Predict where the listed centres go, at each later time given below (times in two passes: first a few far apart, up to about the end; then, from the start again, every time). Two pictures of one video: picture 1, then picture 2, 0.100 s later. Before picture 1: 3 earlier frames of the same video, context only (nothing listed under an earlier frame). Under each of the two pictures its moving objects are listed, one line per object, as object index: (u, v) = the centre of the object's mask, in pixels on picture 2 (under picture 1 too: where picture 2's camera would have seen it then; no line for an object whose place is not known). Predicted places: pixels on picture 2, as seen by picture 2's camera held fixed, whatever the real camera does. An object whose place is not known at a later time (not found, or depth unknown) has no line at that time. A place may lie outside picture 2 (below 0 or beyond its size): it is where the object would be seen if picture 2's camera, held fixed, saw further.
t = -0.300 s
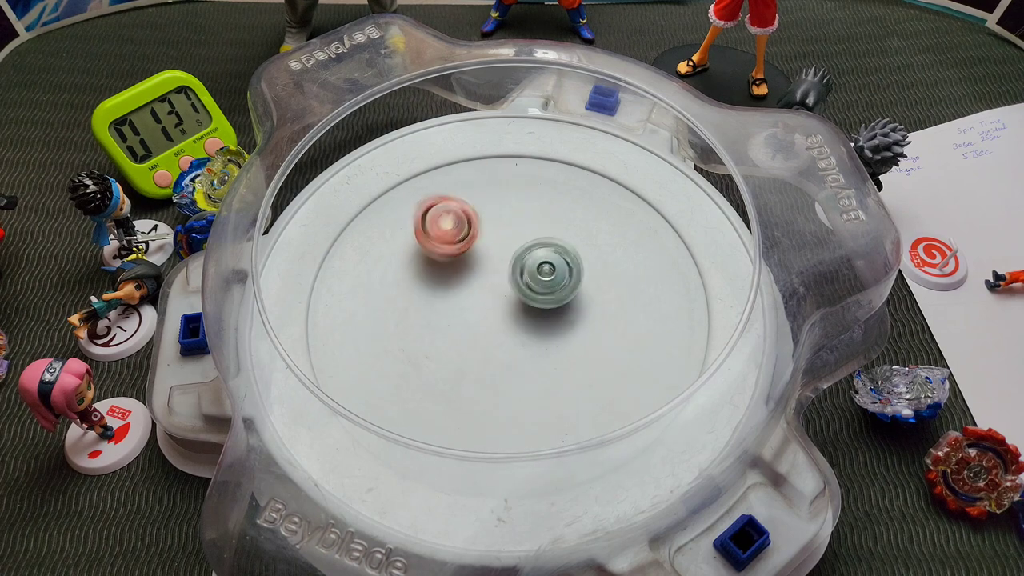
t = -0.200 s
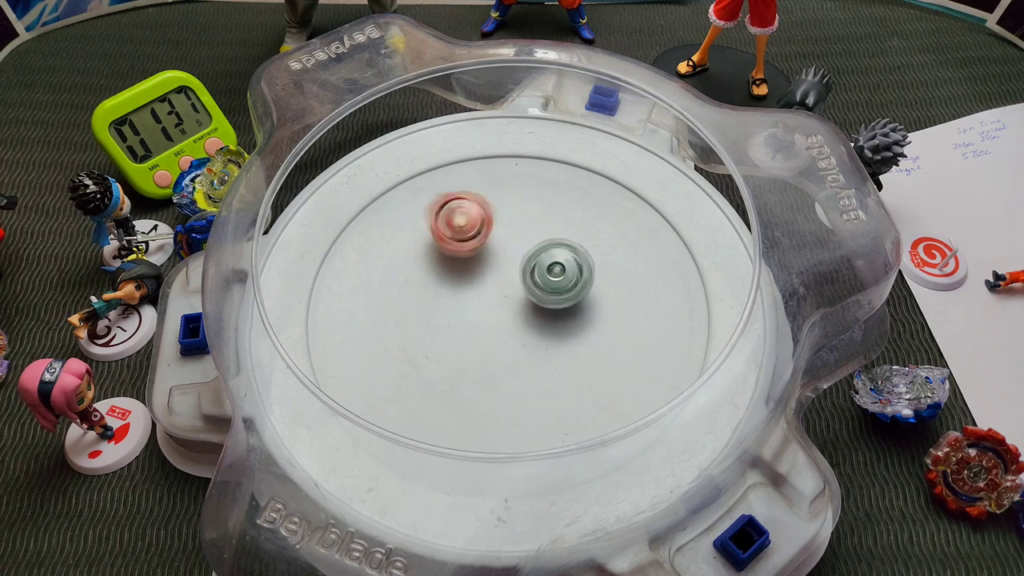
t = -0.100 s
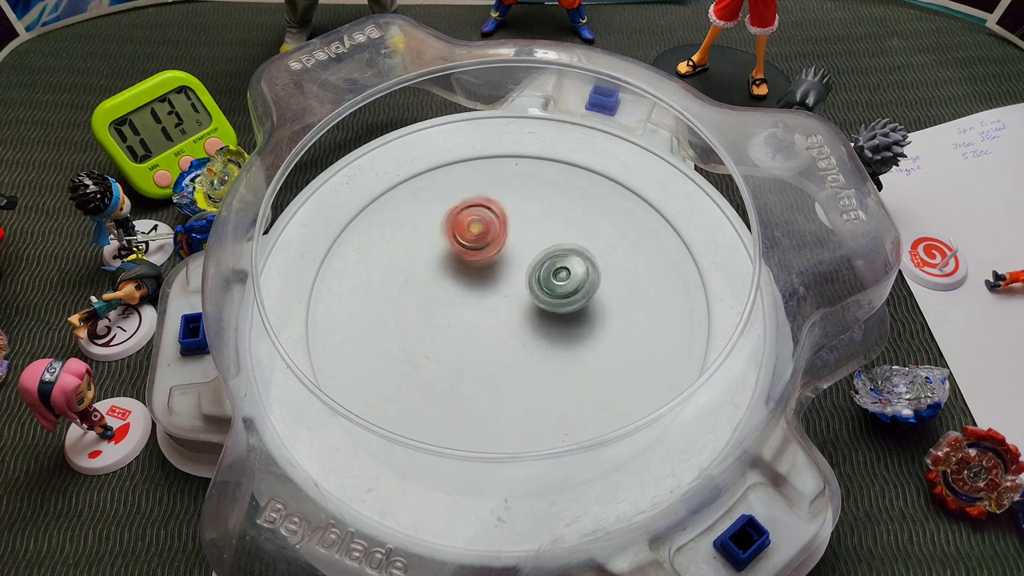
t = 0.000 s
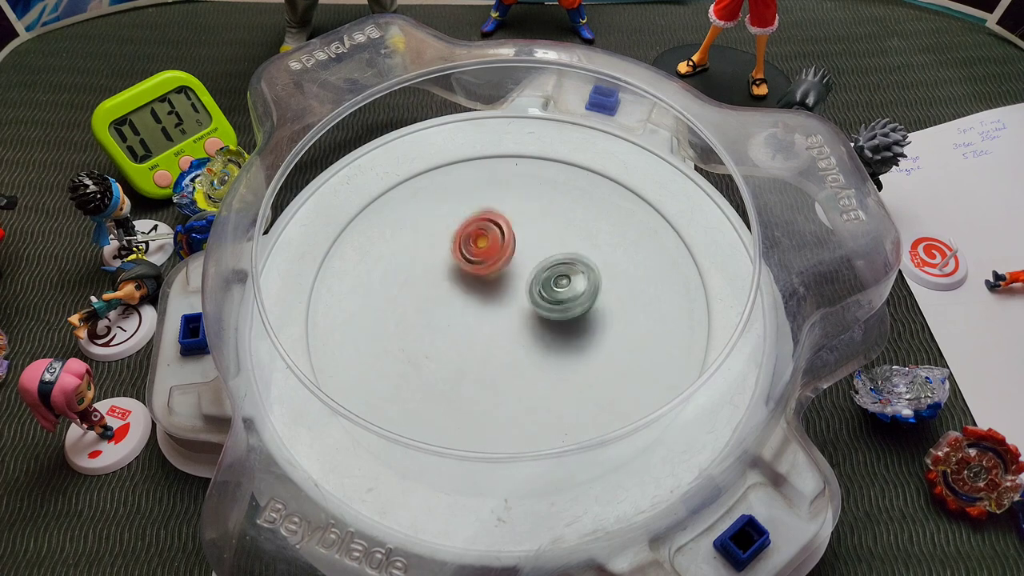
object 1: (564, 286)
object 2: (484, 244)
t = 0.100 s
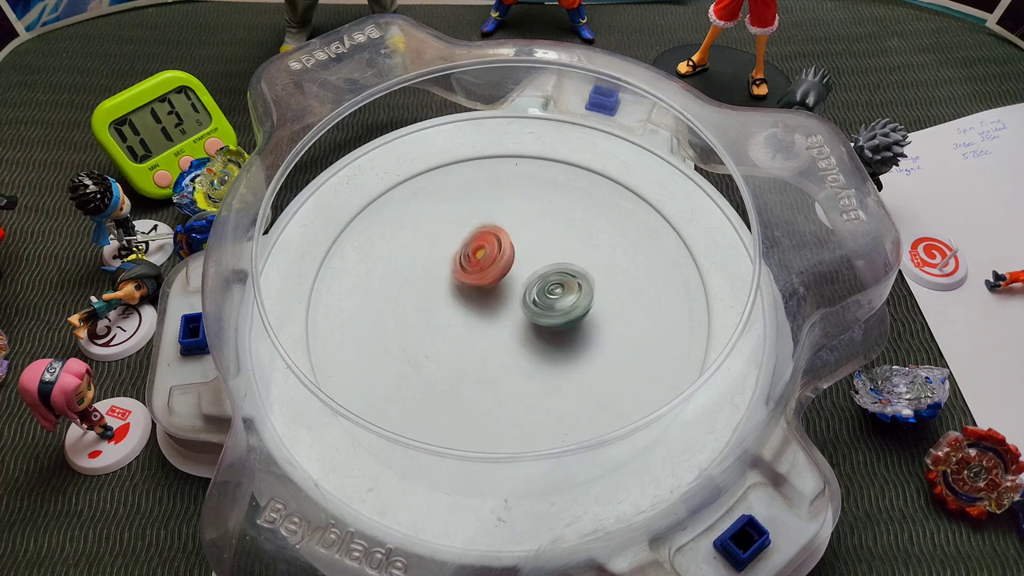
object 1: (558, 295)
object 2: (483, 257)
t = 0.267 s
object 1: (537, 305)
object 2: (472, 275)
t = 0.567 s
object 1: (502, 311)
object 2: (447, 267)
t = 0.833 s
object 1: (489, 306)
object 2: (479, 258)
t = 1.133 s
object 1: (484, 316)
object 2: (597, 235)
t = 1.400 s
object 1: (485, 319)
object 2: (575, 216)
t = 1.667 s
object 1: (494, 320)
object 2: (565, 212)
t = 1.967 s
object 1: (507, 323)
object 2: (533, 231)
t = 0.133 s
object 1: (555, 297)
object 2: (481, 262)
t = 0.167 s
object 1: (551, 299)
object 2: (480, 266)
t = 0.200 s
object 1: (547, 302)
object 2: (477, 269)
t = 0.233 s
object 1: (542, 304)
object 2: (474, 272)
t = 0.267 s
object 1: (537, 305)
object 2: (472, 275)
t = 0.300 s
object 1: (531, 306)
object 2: (467, 278)
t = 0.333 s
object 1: (525, 308)
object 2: (463, 279)
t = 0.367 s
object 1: (521, 306)
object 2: (457, 279)
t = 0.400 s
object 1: (519, 310)
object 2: (451, 277)
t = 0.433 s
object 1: (513, 310)
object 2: (448, 275)
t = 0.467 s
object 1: (509, 310)
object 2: (447, 273)
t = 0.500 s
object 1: (507, 311)
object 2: (445, 270)
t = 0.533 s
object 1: (503, 311)
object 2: (446, 269)
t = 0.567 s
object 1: (502, 311)
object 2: (447, 267)
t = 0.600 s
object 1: (499, 310)
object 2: (448, 268)
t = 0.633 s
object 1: (496, 309)
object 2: (447, 267)
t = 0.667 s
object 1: (495, 307)
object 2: (447, 268)
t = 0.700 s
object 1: (493, 307)
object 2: (448, 267)
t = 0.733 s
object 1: (491, 306)
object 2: (450, 266)
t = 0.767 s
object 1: (490, 306)
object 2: (455, 265)
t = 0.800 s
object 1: (489, 306)
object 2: (465, 260)
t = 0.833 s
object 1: (489, 306)
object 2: (479, 258)
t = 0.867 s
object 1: (488, 307)
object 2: (494, 257)
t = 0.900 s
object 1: (486, 308)
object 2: (510, 259)
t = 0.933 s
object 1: (486, 309)
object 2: (526, 260)
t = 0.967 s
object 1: (486, 310)
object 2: (540, 259)
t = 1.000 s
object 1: (485, 312)
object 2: (556, 257)
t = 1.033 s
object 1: (485, 313)
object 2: (571, 251)
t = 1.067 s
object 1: (484, 314)
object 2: (584, 246)
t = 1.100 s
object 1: (484, 315)
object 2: (592, 240)
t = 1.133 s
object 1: (484, 316)
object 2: (597, 235)
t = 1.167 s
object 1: (483, 317)
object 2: (598, 229)
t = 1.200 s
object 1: (483, 318)
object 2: (596, 226)
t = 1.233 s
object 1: (484, 318)
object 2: (593, 223)
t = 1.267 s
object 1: (483, 319)
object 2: (589, 220)
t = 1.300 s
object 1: (483, 319)
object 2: (586, 219)
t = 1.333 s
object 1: (484, 319)
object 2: (582, 219)
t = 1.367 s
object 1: (484, 320)
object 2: (578, 218)
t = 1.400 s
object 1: (485, 319)
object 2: (575, 216)
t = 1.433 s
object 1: (485, 319)
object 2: (574, 215)
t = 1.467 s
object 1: (486, 320)
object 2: (572, 214)
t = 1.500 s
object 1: (487, 319)
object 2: (571, 214)
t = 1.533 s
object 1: (488, 319)
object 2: (569, 213)
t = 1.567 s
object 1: (489, 320)
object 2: (568, 213)
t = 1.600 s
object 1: (490, 320)
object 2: (567, 212)
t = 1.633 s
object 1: (492, 320)
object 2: (566, 212)
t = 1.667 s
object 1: (494, 320)
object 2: (565, 212)
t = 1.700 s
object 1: (495, 321)
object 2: (564, 212)
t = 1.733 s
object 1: (497, 321)
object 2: (562, 211)
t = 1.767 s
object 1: (499, 321)
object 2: (559, 211)
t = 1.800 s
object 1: (501, 322)
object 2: (557, 212)
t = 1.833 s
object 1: (502, 322)
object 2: (553, 212)
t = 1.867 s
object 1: (504, 322)
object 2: (548, 214)
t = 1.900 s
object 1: (506, 323)
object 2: (543, 217)
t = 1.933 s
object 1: (507, 323)
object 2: (536, 224)
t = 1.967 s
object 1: (507, 323)
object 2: (533, 231)
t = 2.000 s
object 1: (510, 323)
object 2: (535, 241)
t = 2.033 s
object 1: (511, 324)
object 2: (541, 252)
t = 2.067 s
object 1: (512, 325)
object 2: (550, 260)
